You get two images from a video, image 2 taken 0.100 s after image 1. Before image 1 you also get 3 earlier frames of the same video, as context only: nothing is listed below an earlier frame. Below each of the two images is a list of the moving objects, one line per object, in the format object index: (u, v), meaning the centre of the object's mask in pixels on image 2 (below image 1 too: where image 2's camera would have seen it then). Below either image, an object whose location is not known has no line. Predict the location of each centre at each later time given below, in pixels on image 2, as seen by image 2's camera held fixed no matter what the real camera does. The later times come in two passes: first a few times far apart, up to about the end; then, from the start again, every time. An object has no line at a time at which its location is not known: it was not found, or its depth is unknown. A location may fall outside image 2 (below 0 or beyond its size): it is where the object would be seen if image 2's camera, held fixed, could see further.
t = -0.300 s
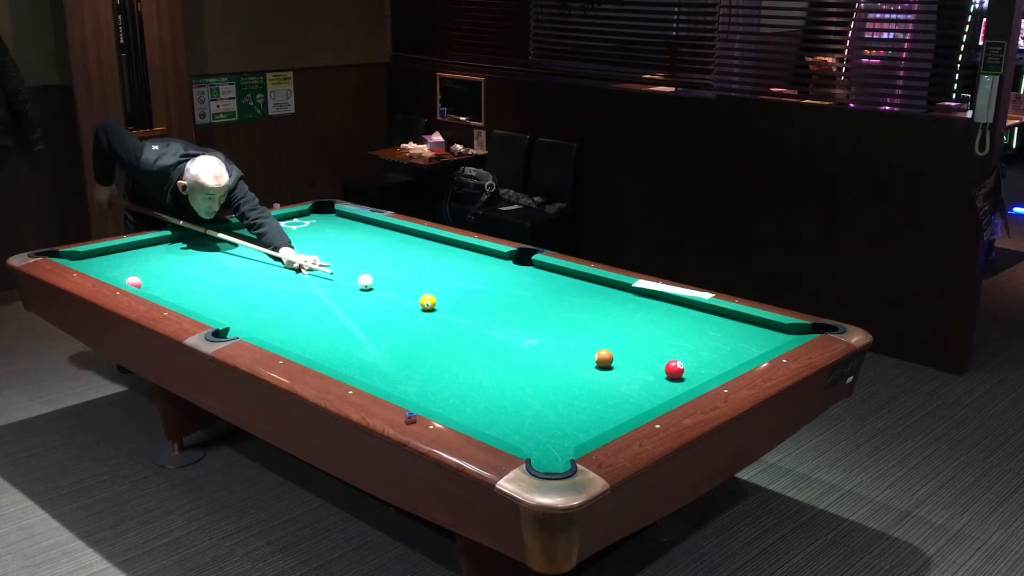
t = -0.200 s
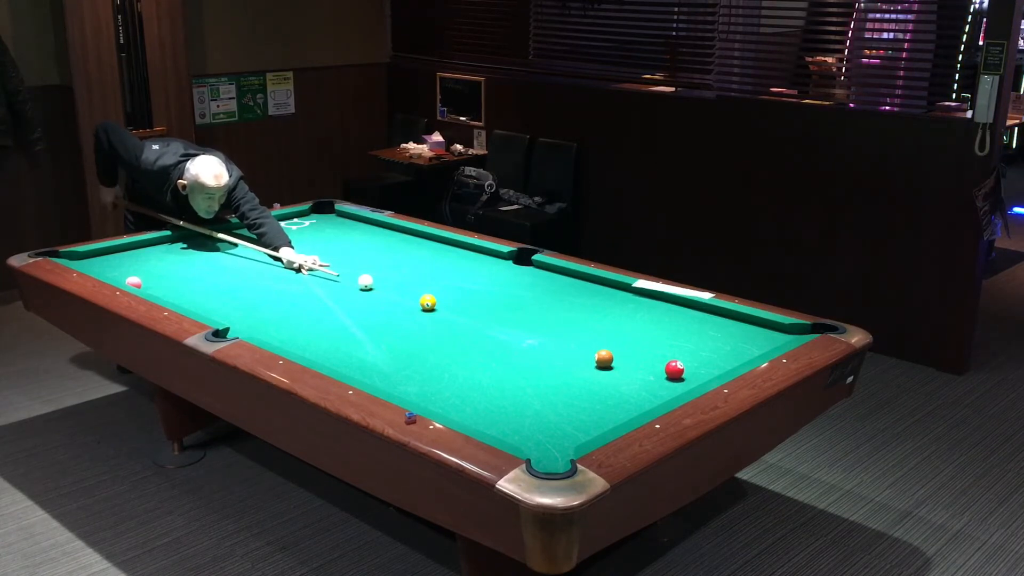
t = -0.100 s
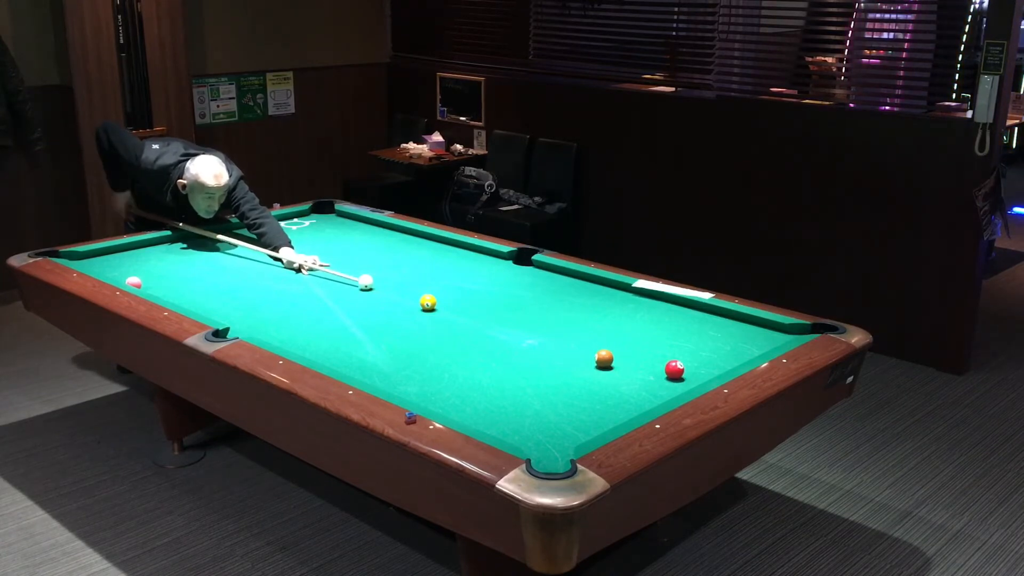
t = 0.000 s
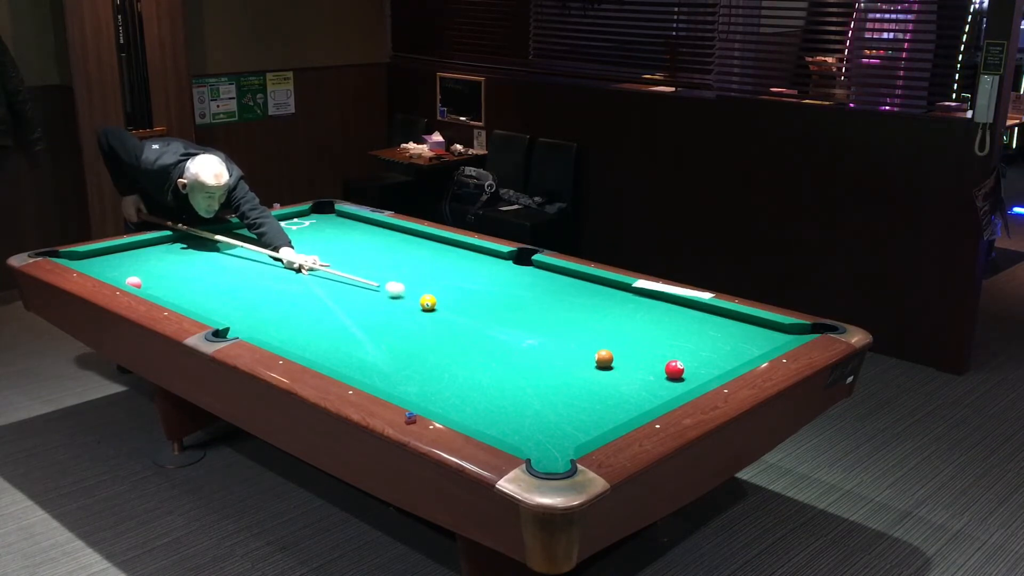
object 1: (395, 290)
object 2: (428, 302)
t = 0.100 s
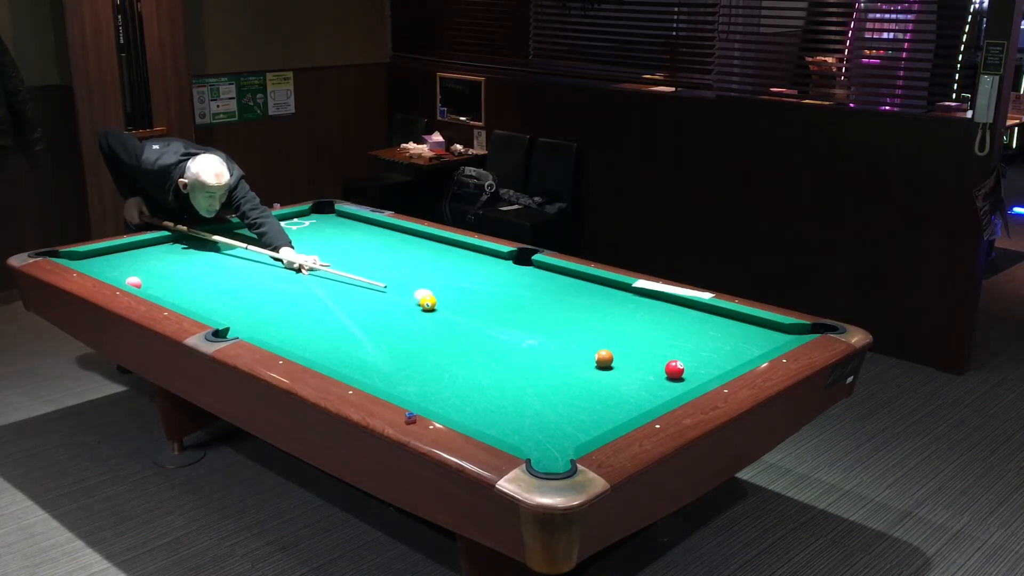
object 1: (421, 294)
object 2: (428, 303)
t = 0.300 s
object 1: (463, 296)
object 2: (437, 315)
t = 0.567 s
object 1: (512, 296)
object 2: (447, 330)
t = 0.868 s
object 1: (565, 295)
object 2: (460, 347)
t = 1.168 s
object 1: (616, 294)
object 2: (473, 366)
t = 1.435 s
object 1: (647, 295)
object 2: (485, 383)
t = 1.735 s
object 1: (649, 302)
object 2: (499, 402)
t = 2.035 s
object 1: (651, 308)
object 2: (515, 423)
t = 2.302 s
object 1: (653, 314)
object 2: (529, 442)
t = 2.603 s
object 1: (655, 320)
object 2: (546, 465)
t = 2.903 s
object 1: (656, 325)
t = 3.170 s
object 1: (657, 329)
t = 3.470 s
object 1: (658, 332)
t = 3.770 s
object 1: (659, 336)
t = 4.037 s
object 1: (660, 338)
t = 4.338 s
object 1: (661, 340)
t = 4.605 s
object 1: (661, 341)
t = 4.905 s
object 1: (662, 341)
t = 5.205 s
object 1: (662, 341)
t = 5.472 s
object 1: (662, 341)
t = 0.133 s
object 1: (430, 294)
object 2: (430, 305)
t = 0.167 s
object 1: (438, 295)
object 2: (431, 307)
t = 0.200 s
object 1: (444, 296)
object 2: (433, 309)
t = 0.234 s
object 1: (450, 297)
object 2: (434, 311)
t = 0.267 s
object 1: (456, 297)
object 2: (435, 313)
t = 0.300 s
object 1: (463, 296)
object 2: (437, 315)
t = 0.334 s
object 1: (469, 296)
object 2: (438, 317)
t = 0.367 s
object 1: (475, 296)
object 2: (439, 318)
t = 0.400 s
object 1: (481, 296)
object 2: (440, 320)
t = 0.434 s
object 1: (487, 296)
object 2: (442, 322)
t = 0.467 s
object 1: (494, 296)
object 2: (443, 324)
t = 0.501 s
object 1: (500, 296)
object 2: (445, 326)
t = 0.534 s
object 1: (506, 296)
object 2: (446, 328)
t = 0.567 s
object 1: (512, 296)
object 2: (447, 330)
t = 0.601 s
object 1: (518, 296)
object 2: (448, 331)
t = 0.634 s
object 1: (524, 295)
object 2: (450, 334)
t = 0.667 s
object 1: (530, 295)
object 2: (451, 336)
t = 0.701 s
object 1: (536, 295)
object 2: (453, 337)
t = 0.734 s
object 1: (542, 295)
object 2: (454, 339)
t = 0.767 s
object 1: (548, 295)
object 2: (455, 341)
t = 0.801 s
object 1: (553, 295)
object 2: (457, 343)
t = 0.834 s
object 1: (559, 295)
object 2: (458, 345)
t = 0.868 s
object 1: (565, 295)
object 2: (460, 347)
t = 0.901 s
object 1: (571, 295)
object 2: (461, 349)
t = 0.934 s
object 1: (577, 294)
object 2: (462, 351)
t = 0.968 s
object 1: (582, 294)
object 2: (464, 353)
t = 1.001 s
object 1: (588, 294)
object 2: (465, 355)
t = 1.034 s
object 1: (594, 294)
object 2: (467, 357)
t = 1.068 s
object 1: (599, 294)
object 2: (468, 359)
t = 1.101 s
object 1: (604, 294)
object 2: (470, 362)
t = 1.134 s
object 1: (610, 294)
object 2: (471, 364)
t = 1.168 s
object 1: (616, 294)
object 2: (473, 366)
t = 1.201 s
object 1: (621, 294)
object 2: (474, 368)
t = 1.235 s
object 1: (627, 294)
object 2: (476, 370)
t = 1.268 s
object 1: (632, 293)
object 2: (477, 372)
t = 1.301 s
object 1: (637, 293)
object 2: (479, 374)
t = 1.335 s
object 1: (642, 293)
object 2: (480, 376)
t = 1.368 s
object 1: (646, 294)
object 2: (482, 378)
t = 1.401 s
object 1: (647, 295)
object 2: (483, 380)
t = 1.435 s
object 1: (647, 295)
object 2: (485, 383)
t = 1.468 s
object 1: (647, 296)
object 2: (487, 385)
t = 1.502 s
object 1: (647, 297)
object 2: (488, 387)
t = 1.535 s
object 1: (648, 298)
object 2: (490, 389)
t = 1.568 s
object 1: (648, 298)
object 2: (491, 391)
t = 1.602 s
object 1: (648, 299)
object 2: (493, 393)
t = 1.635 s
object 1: (648, 300)
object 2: (494, 396)
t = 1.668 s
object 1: (648, 301)
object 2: (496, 398)
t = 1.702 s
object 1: (649, 301)
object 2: (498, 400)
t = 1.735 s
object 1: (649, 302)
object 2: (499, 402)
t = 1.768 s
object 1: (649, 303)
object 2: (501, 405)
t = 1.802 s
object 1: (649, 304)
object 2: (503, 407)
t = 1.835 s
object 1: (650, 304)
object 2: (504, 409)
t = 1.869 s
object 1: (650, 305)
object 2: (506, 412)
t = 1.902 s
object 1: (650, 306)
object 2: (508, 414)
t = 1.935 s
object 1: (650, 306)
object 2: (510, 416)
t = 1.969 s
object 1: (650, 307)
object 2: (511, 419)
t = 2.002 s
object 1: (651, 308)
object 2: (513, 421)
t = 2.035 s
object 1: (651, 308)
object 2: (515, 423)
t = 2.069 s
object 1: (651, 309)
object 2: (516, 425)
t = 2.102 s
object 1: (652, 310)
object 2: (518, 428)
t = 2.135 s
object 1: (652, 310)
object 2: (520, 430)
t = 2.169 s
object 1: (652, 311)
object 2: (522, 433)
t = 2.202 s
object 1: (652, 312)
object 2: (523, 435)
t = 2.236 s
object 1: (652, 313)
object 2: (525, 437)
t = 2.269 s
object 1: (652, 313)
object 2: (527, 440)
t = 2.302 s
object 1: (653, 314)
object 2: (529, 442)
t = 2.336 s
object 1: (653, 315)
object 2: (531, 444)
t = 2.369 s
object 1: (653, 315)
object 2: (533, 447)
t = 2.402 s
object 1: (653, 316)
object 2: (535, 449)
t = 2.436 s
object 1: (654, 316)
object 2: (536, 451)
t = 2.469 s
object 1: (654, 317)
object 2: (538, 454)
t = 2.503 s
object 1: (654, 318)
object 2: (540, 456)
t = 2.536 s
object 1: (654, 318)
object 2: (542, 458)
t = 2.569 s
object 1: (654, 319)
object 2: (544, 461)
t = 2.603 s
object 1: (655, 320)
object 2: (546, 465)
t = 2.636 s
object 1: (655, 320)
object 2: (548, 469)
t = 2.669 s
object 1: (655, 321)
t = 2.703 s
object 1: (655, 322)
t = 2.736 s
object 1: (656, 322)
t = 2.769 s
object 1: (656, 322)
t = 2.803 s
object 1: (656, 323)
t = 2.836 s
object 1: (656, 324)
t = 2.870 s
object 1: (656, 324)
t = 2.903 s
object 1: (656, 325)
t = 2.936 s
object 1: (656, 325)
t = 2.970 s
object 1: (657, 326)
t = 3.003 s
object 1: (657, 326)
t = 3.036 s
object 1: (657, 327)
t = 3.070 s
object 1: (657, 327)
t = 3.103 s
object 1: (657, 328)
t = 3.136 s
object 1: (657, 328)
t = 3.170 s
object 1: (657, 329)
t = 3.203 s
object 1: (657, 329)
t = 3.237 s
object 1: (657, 330)
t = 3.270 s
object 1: (658, 330)
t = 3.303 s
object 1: (658, 331)
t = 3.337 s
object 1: (658, 331)
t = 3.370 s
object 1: (658, 331)
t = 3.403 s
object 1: (658, 332)
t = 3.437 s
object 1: (658, 332)
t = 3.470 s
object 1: (658, 332)
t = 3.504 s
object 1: (659, 333)
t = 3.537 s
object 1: (659, 333)
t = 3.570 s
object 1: (659, 334)
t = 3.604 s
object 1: (659, 334)
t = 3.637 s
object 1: (659, 335)
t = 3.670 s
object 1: (659, 335)
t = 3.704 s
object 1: (659, 335)
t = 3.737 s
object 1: (659, 335)
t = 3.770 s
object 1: (659, 336)
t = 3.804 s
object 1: (659, 336)
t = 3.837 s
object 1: (660, 336)
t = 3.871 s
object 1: (660, 337)
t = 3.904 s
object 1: (660, 337)
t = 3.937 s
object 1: (660, 337)
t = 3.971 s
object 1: (660, 337)
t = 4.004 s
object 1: (660, 338)
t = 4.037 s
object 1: (660, 338)
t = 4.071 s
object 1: (660, 338)
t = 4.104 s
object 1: (660, 338)
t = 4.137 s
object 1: (660, 339)
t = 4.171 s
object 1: (660, 339)
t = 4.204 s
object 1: (661, 339)
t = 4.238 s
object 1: (660, 339)
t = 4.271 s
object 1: (661, 339)
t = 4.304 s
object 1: (661, 339)
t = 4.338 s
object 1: (661, 340)
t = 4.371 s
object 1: (661, 340)
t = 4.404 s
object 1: (661, 340)
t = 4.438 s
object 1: (661, 340)
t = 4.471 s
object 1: (661, 340)
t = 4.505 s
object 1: (661, 340)
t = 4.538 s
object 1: (661, 340)
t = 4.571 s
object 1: (661, 341)
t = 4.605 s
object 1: (661, 341)
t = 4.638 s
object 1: (661, 341)
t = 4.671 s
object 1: (662, 340)
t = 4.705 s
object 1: (662, 341)
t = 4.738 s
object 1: (662, 341)
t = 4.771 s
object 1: (662, 341)
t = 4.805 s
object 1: (662, 341)
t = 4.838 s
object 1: (662, 341)
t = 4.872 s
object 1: (662, 341)
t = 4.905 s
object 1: (662, 341)
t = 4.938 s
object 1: (662, 341)
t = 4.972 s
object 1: (662, 341)
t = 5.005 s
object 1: (662, 341)
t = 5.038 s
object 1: (662, 341)
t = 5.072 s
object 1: (662, 341)
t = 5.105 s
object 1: (662, 341)
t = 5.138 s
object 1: (662, 341)
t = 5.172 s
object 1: (662, 341)
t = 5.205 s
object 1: (662, 341)
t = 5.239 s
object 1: (662, 341)
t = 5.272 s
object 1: (662, 341)
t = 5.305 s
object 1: (662, 341)
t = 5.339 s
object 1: (662, 341)
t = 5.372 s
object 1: (662, 341)
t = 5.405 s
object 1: (662, 341)
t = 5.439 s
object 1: (662, 341)
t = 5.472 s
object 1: (662, 341)
